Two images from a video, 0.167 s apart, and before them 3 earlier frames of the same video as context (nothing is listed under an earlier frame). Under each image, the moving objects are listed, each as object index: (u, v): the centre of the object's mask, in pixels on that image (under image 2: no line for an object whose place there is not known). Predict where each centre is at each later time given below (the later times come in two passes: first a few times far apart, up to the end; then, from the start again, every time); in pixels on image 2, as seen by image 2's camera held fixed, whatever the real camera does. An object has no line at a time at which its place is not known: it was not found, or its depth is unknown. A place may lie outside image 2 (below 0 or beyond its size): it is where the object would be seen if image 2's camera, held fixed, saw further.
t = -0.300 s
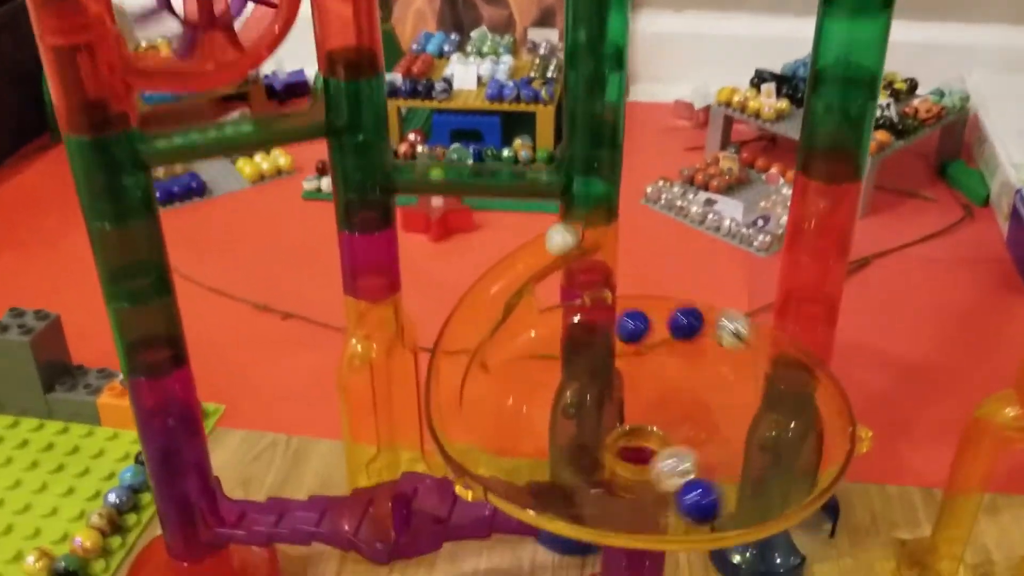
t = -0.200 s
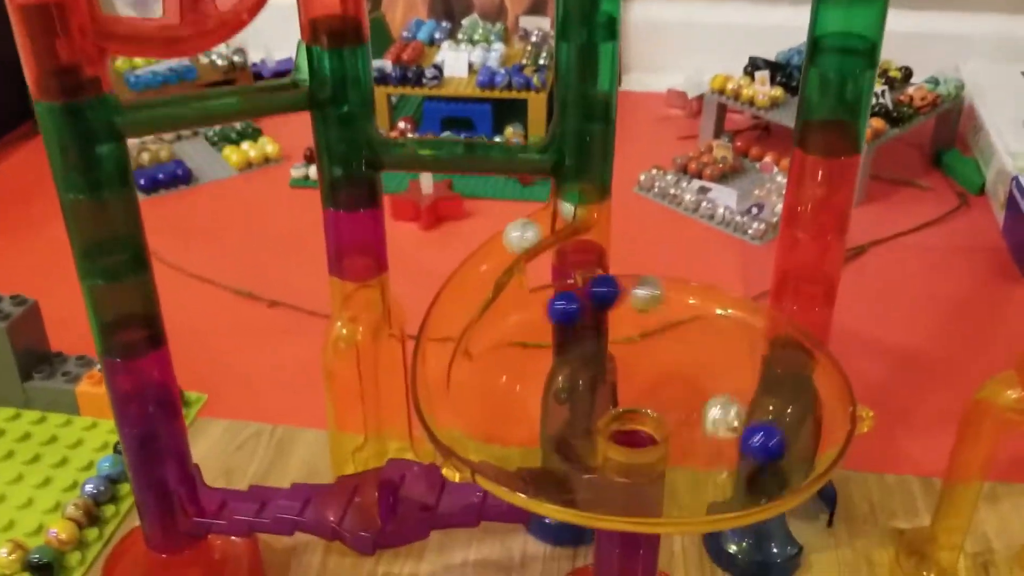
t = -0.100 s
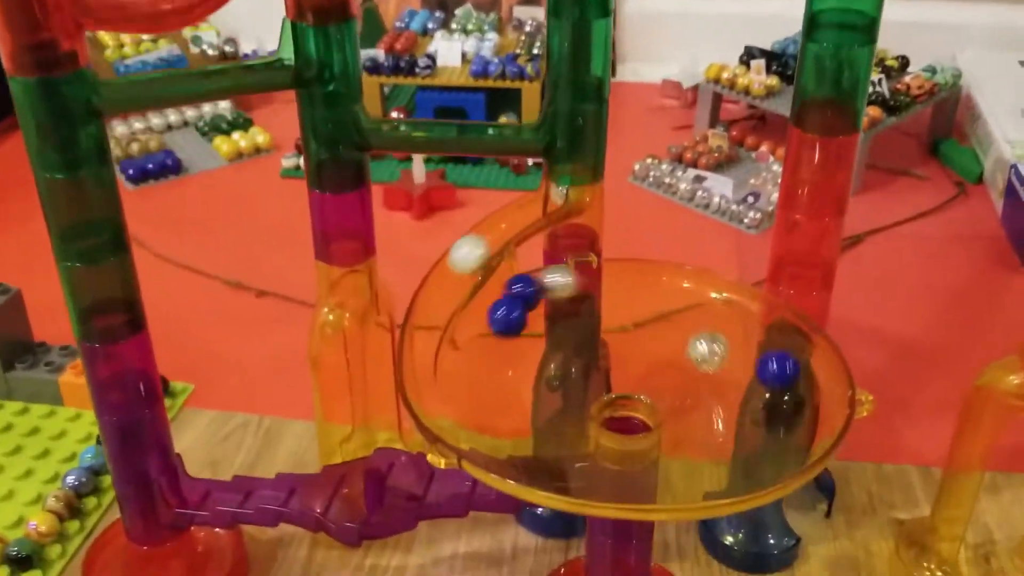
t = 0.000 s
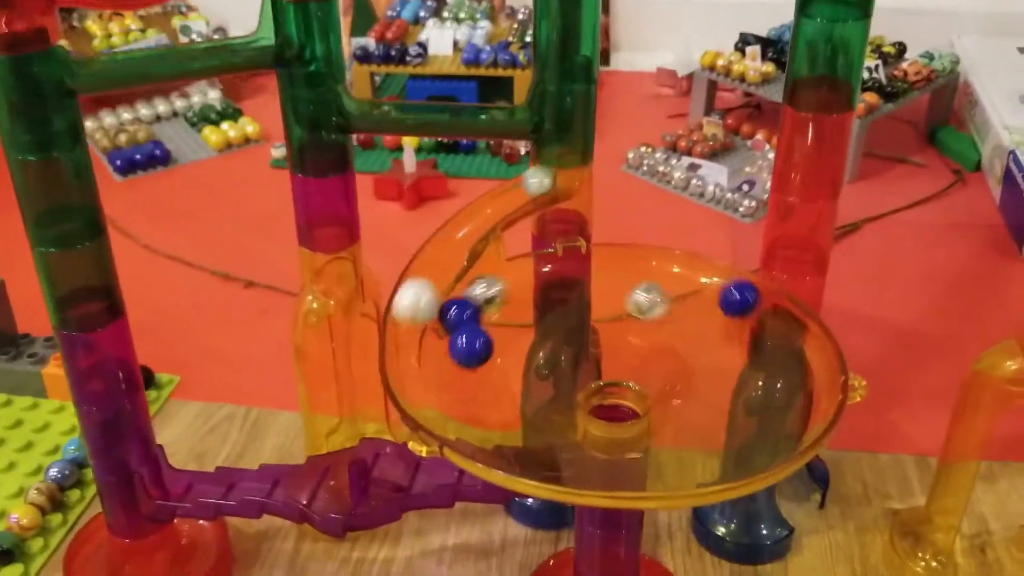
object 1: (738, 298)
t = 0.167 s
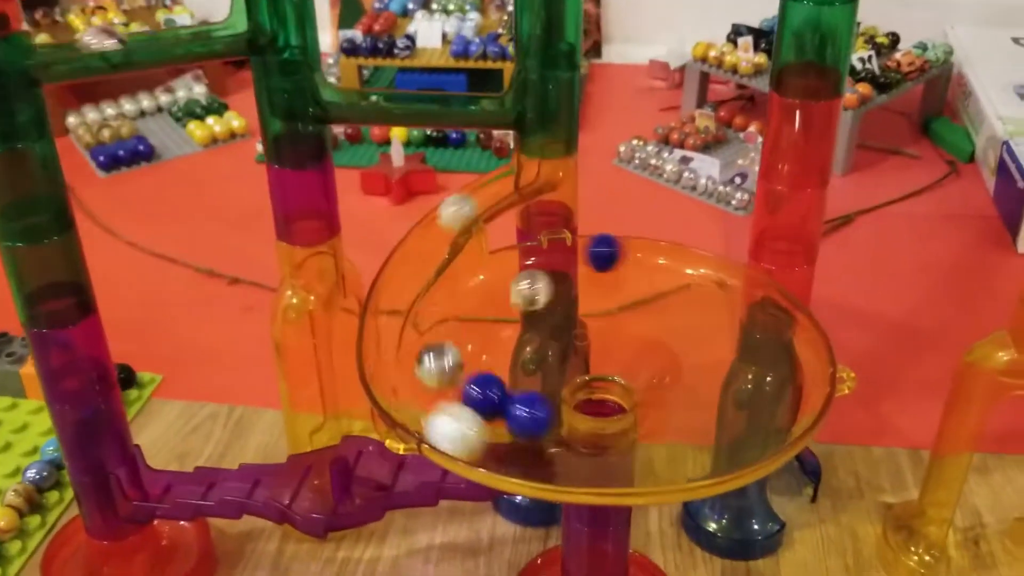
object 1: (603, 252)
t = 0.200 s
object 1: (574, 253)
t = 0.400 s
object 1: (439, 308)
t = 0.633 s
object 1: (479, 419)
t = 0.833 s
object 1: (666, 424)
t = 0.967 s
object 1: (721, 354)
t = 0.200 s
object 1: (574, 253)
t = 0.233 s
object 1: (547, 255)
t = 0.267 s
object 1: (519, 261)
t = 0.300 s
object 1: (496, 270)
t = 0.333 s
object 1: (473, 280)
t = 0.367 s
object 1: (453, 293)
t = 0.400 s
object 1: (439, 308)
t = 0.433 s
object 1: (427, 324)
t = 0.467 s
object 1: (421, 340)
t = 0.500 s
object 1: (422, 357)
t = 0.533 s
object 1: (428, 374)
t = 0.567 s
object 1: (439, 391)
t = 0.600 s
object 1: (456, 406)
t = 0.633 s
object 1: (479, 419)
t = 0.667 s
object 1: (507, 430)
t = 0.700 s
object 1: (537, 437)
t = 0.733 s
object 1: (570, 438)
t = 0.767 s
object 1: (605, 438)
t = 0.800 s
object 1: (636, 434)
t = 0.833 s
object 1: (666, 424)
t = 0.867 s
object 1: (690, 411)
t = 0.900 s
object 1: (708, 394)
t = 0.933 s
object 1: (719, 374)
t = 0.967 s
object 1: (721, 354)
